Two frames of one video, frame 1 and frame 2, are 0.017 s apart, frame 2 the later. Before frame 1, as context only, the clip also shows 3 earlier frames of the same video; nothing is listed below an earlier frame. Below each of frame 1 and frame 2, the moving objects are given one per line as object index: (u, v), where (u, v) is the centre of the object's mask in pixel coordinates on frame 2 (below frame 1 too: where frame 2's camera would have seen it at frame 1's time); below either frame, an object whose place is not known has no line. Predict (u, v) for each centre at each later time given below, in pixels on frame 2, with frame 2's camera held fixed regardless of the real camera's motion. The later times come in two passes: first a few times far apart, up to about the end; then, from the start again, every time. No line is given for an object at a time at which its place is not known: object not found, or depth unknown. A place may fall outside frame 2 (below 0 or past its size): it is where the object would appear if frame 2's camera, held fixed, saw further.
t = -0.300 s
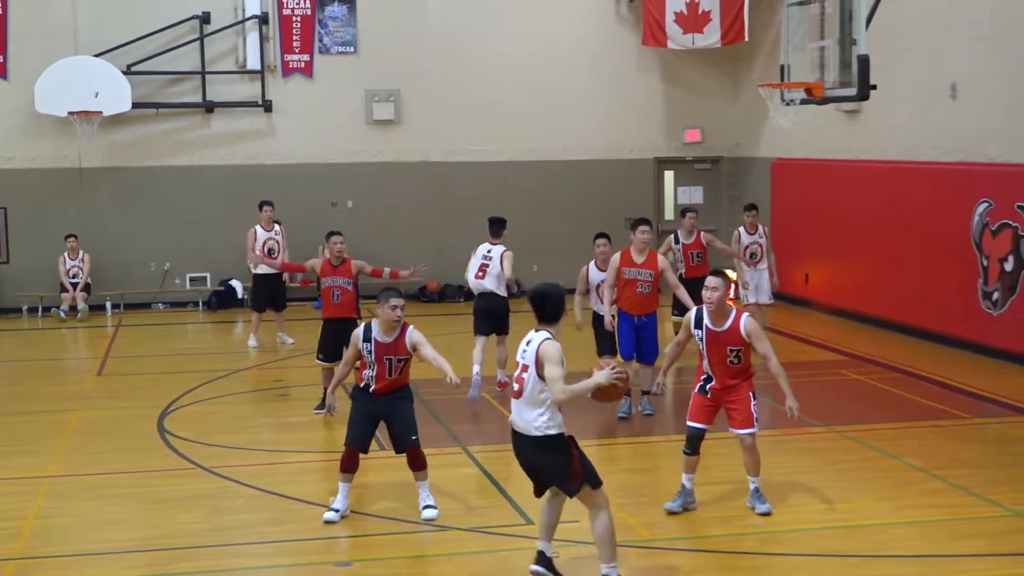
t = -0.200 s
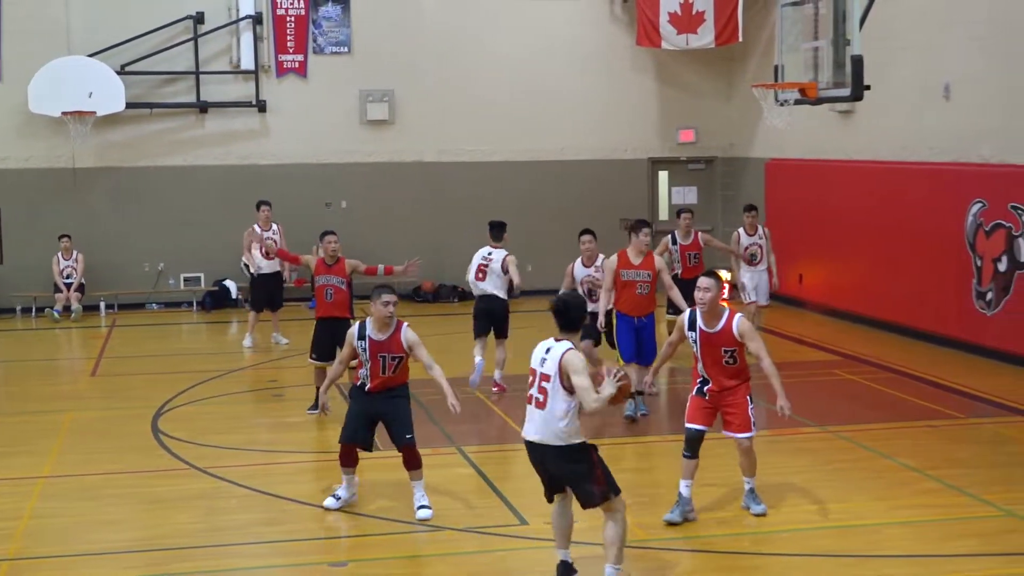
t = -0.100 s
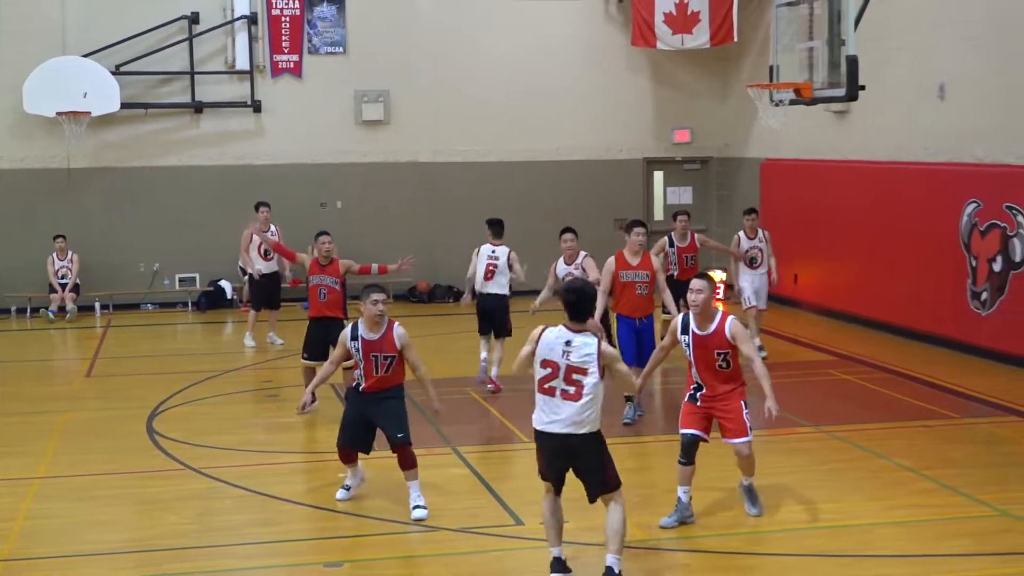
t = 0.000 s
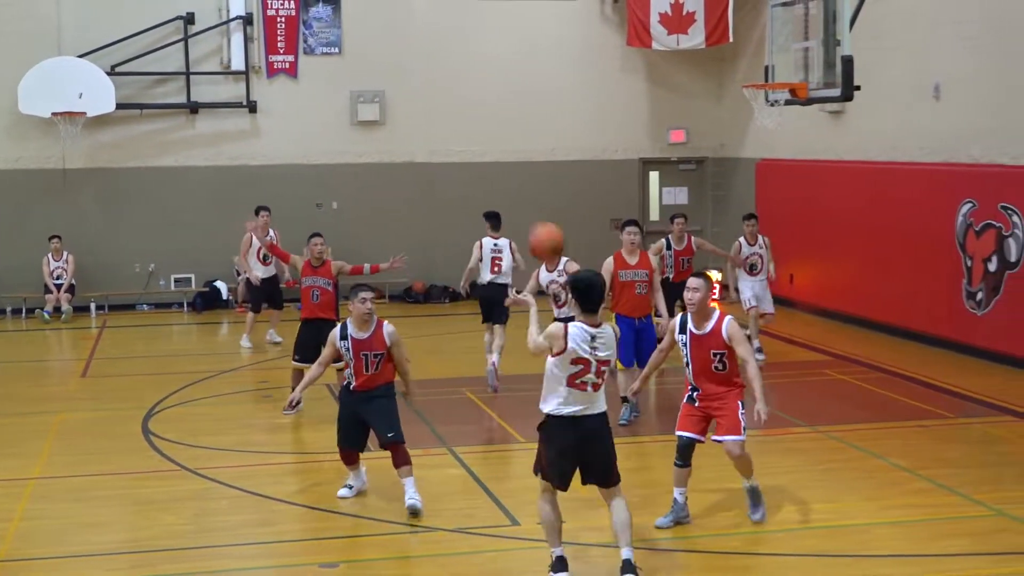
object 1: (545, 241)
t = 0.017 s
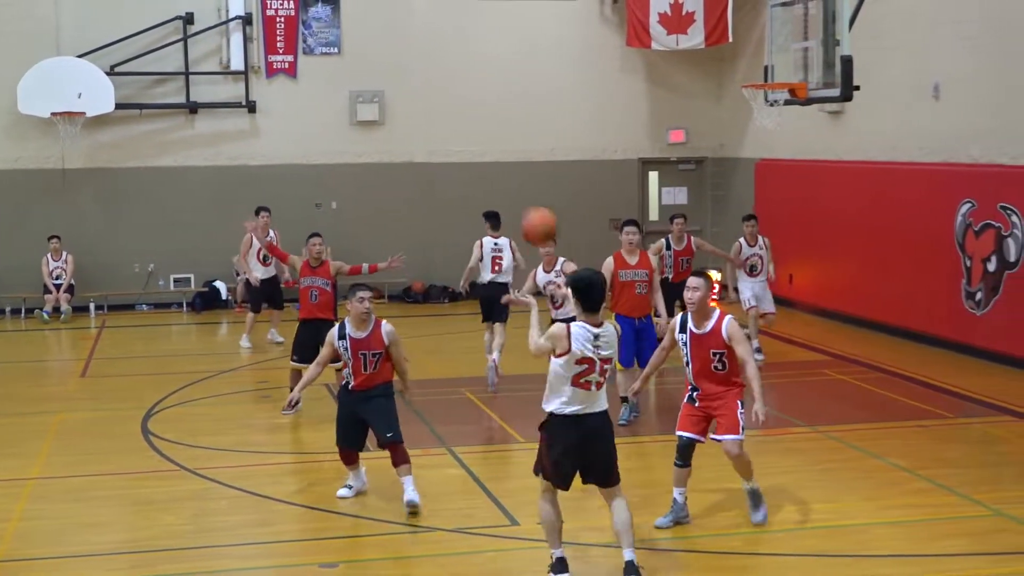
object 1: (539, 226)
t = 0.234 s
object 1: (465, 90)
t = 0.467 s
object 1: (410, 41)
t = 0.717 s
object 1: (366, 60)
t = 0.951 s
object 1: (336, 122)
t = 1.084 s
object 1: (324, 172)
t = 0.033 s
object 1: (532, 211)
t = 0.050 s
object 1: (526, 198)
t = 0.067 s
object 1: (520, 185)
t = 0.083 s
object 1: (514, 173)
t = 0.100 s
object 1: (507, 161)
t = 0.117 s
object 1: (501, 150)
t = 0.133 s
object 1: (496, 140)
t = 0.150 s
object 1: (491, 130)
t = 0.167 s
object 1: (485, 121)
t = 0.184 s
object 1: (480, 112)
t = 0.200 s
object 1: (475, 104)
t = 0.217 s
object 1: (470, 97)
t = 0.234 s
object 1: (465, 90)
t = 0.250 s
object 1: (461, 83)
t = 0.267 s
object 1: (456, 77)
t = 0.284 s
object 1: (452, 72)
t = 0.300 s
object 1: (448, 67)
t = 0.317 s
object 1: (443, 62)
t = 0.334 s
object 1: (439, 59)
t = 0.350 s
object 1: (435, 55)
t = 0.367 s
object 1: (431, 52)
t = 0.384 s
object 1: (427, 49)
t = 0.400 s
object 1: (424, 47)
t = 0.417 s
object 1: (420, 45)
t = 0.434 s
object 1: (416, 43)
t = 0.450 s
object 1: (413, 42)
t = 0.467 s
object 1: (410, 41)
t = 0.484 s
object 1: (406, 40)
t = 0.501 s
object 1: (403, 40)
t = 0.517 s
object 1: (400, 40)
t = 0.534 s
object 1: (396, 40)
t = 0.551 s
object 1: (393, 40)
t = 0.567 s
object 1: (390, 41)
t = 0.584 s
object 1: (387, 43)
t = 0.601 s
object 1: (385, 44)
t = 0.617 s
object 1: (382, 45)
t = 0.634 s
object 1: (379, 47)
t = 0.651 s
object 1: (377, 49)
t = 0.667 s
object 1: (374, 52)
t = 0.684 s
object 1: (371, 54)
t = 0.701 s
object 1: (368, 57)
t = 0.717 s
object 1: (366, 60)
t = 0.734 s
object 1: (364, 63)
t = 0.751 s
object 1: (361, 67)
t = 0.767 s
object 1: (359, 70)
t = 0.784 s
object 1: (356, 74)
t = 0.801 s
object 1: (354, 78)
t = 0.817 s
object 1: (352, 83)
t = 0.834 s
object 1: (350, 87)
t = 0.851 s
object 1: (348, 92)
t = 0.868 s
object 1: (346, 96)
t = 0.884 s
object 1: (344, 101)
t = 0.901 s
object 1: (342, 106)
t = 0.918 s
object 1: (340, 111)
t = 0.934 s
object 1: (338, 117)
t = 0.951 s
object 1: (336, 122)
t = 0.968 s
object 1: (335, 128)
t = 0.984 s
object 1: (333, 134)
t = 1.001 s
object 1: (331, 139)
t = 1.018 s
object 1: (329, 146)
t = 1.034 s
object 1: (328, 152)
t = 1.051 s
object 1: (327, 158)
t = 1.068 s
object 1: (325, 165)
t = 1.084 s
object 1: (324, 172)
